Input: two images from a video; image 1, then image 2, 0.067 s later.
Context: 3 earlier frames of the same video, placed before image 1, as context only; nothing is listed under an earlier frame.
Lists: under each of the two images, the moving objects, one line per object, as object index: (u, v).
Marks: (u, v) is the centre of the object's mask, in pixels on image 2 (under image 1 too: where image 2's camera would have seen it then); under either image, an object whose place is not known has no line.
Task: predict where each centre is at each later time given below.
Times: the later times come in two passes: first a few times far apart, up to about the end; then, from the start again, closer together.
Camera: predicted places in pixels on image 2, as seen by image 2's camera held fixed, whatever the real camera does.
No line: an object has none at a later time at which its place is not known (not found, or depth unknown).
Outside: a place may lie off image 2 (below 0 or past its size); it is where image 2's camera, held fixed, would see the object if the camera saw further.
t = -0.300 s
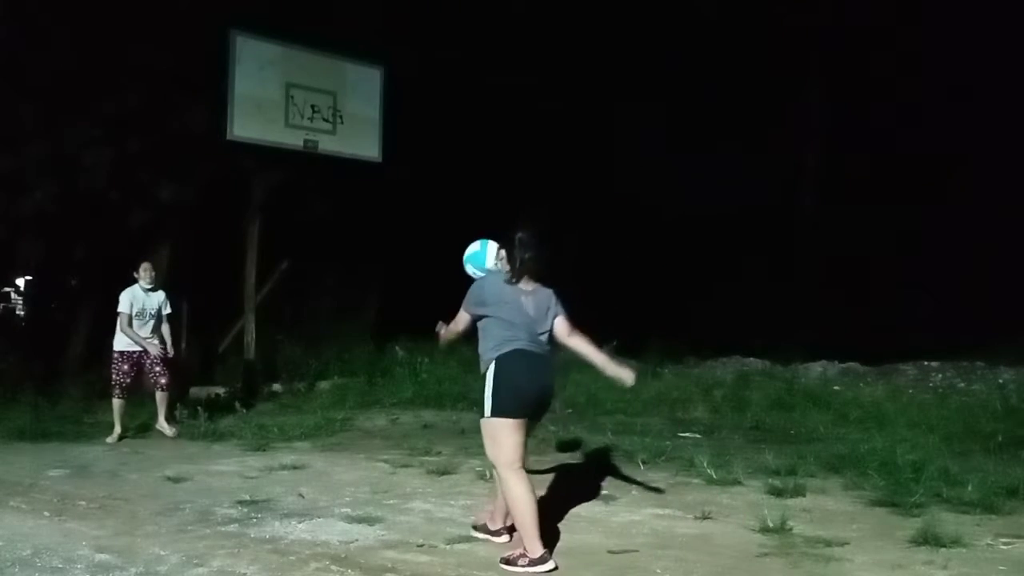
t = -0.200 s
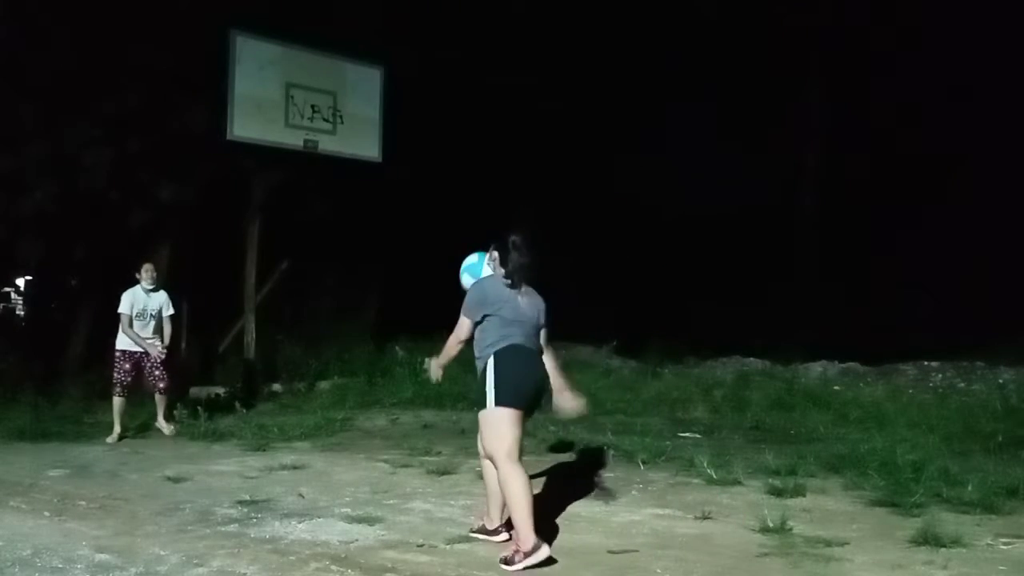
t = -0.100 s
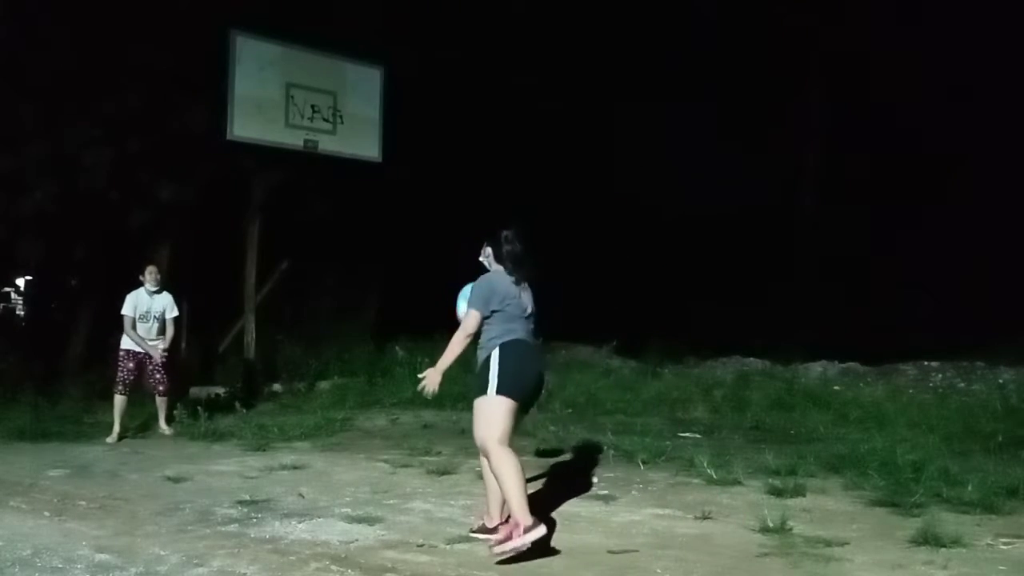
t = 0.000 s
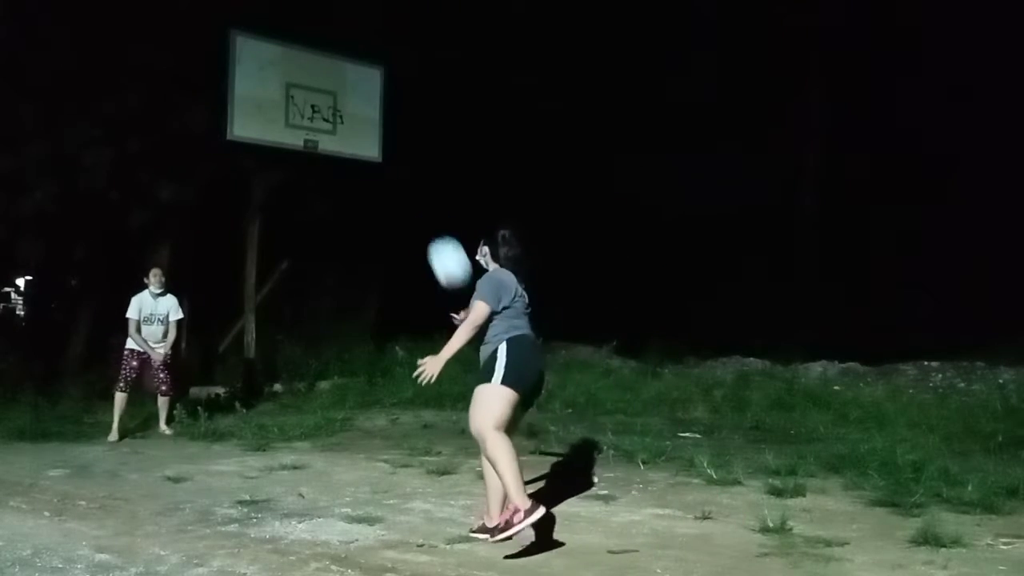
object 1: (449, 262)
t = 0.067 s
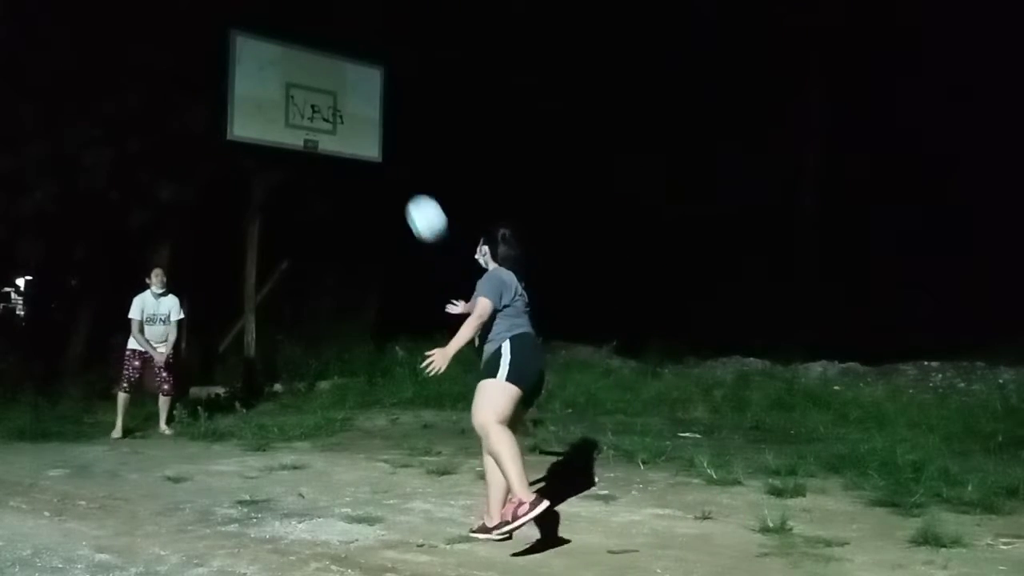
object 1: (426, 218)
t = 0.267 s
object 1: (366, 143)
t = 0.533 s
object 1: (303, 148)
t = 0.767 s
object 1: (258, 225)
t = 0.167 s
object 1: (394, 171)
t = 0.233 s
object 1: (375, 151)
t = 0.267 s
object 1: (366, 143)
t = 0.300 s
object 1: (357, 137)
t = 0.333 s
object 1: (348, 133)
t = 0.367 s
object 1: (340, 131)
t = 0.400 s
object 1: (332, 132)
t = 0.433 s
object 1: (324, 134)
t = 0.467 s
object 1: (317, 136)
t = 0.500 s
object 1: (310, 142)
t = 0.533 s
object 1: (303, 148)
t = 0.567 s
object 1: (296, 155)
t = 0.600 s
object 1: (289, 164)
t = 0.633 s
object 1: (283, 174)
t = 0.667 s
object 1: (277, 185)
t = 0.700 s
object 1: (270, 198)
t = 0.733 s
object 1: (264, 210)
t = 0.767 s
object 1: (258, 225)
